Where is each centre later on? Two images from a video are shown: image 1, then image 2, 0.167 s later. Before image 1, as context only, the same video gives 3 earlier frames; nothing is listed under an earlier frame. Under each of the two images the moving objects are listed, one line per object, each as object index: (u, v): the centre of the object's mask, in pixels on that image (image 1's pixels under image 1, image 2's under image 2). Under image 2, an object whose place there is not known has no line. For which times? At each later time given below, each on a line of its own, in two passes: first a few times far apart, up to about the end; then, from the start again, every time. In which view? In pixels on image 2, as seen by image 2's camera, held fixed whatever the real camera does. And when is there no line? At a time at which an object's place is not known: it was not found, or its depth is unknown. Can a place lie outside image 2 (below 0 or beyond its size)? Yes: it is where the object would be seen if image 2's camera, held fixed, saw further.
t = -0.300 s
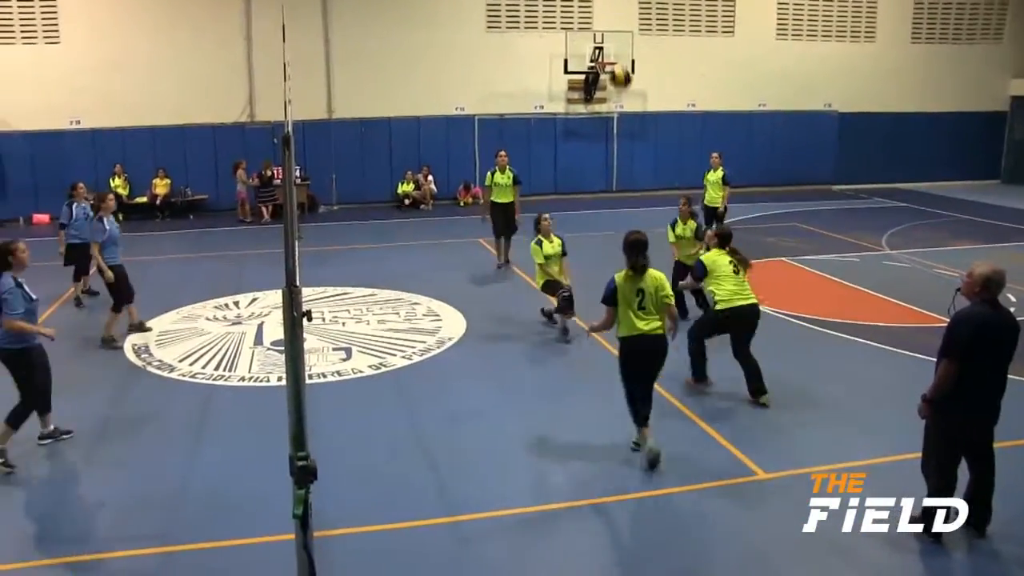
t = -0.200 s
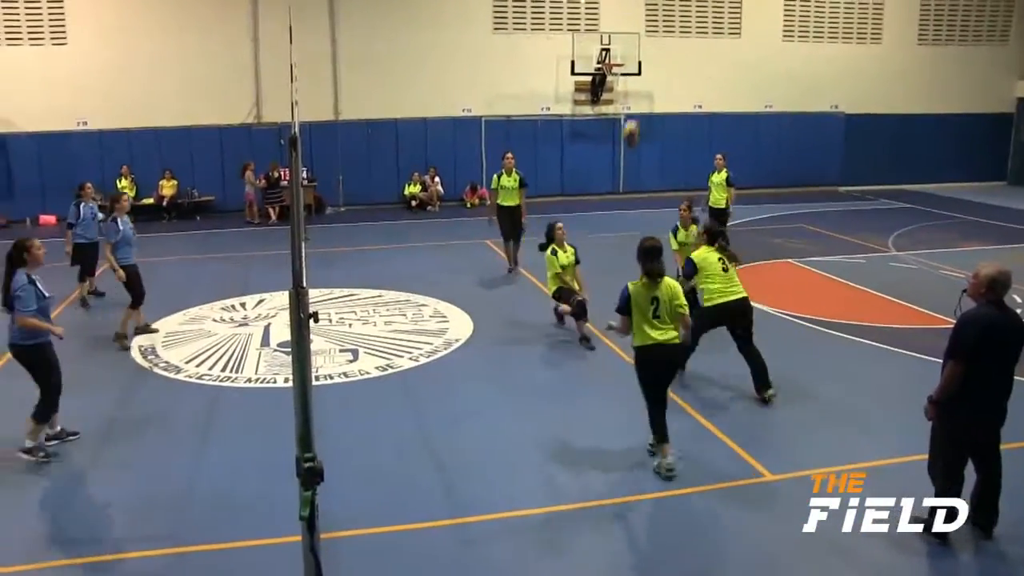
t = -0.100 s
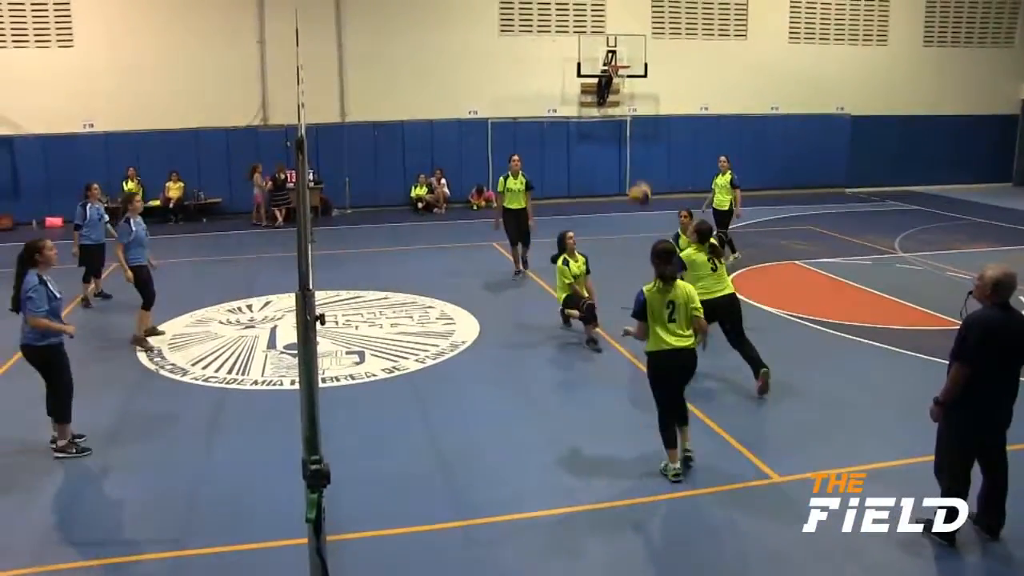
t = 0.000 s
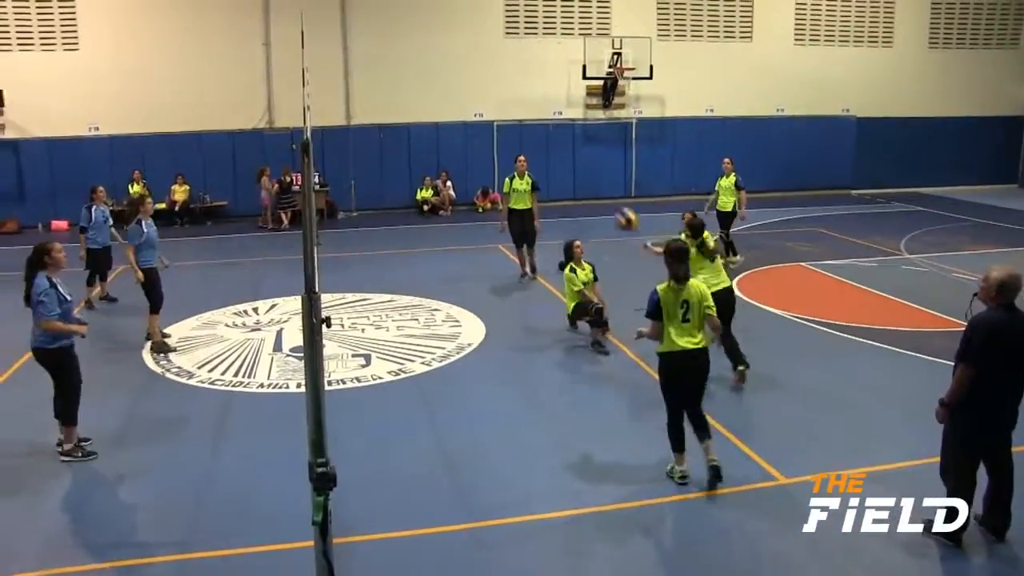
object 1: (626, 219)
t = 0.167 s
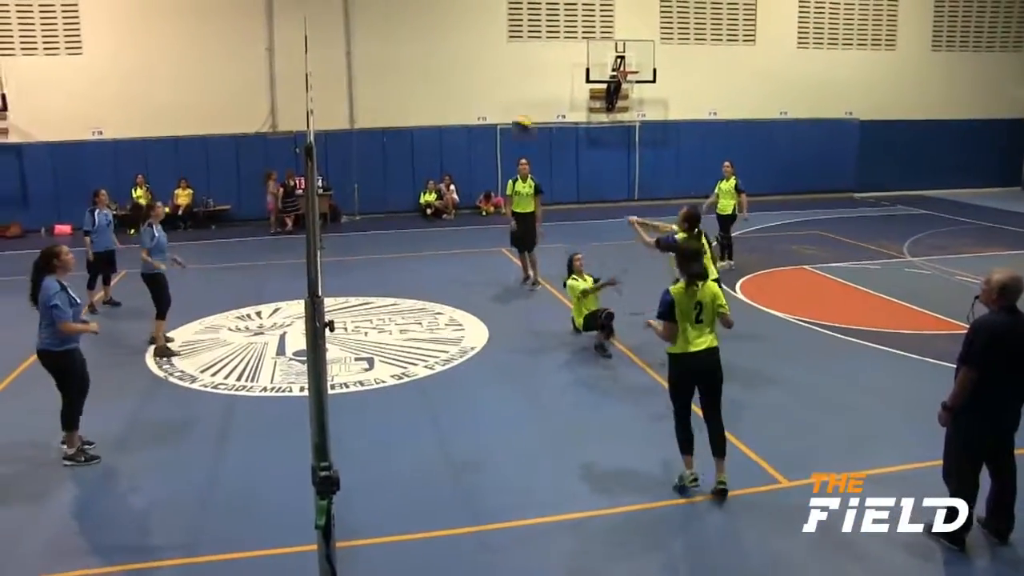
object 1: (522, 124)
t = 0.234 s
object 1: (478, 97)
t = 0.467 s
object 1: (344, 44)
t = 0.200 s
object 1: (500, 111)
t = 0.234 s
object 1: (478, 97)
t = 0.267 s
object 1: (457, 85)
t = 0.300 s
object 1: (437, 75)
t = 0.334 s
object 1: (417, 66)
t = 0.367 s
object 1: (398, 58)
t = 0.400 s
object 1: (379, 51)
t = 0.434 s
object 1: (361, 46)
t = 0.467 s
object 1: (344, 44)
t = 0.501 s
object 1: (327, 41)
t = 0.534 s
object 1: (313, 40)
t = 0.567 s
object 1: (297, 40)
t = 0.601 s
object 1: (283, 41)
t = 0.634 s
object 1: (268, 44)
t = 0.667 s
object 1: (255, 47)
